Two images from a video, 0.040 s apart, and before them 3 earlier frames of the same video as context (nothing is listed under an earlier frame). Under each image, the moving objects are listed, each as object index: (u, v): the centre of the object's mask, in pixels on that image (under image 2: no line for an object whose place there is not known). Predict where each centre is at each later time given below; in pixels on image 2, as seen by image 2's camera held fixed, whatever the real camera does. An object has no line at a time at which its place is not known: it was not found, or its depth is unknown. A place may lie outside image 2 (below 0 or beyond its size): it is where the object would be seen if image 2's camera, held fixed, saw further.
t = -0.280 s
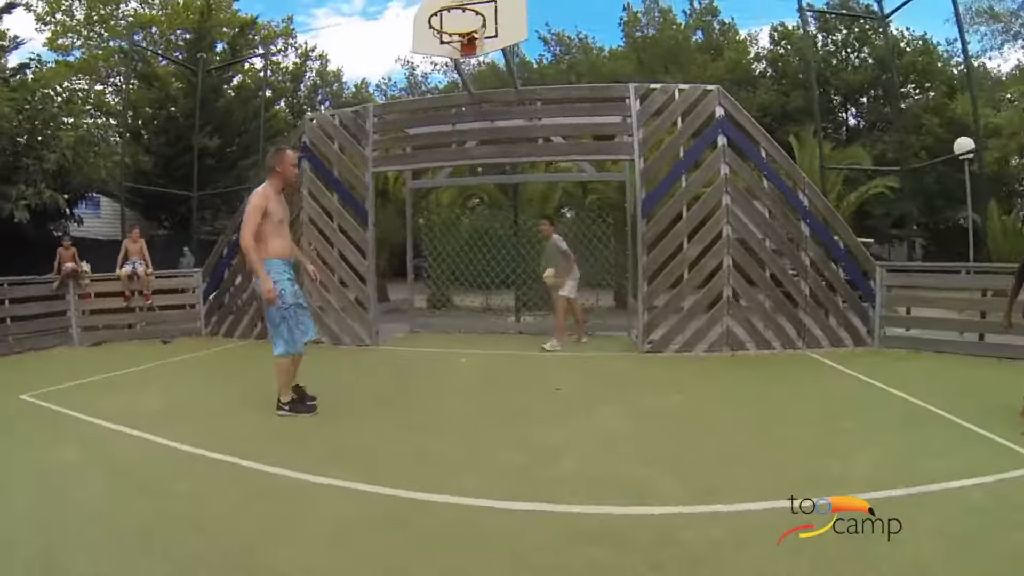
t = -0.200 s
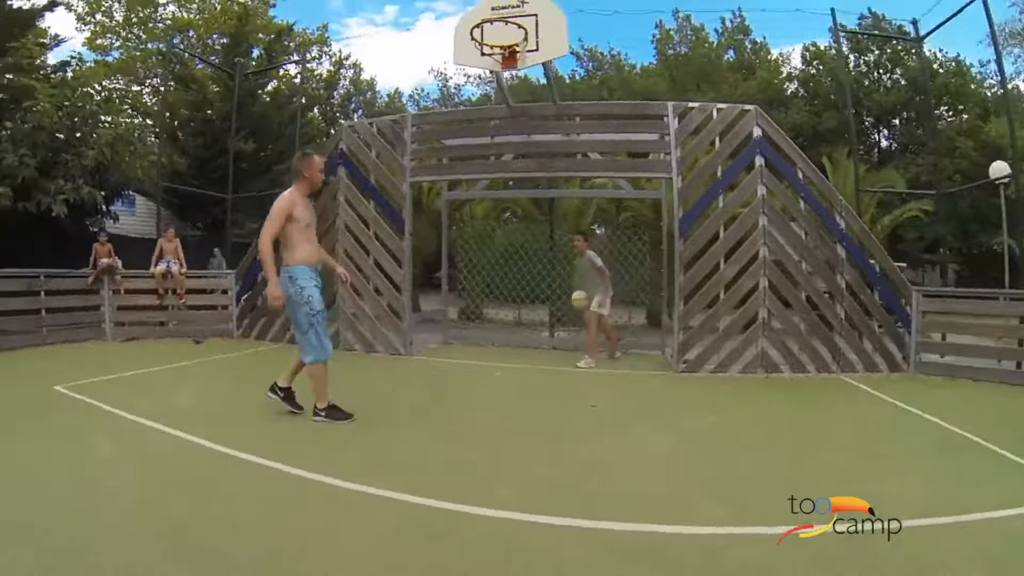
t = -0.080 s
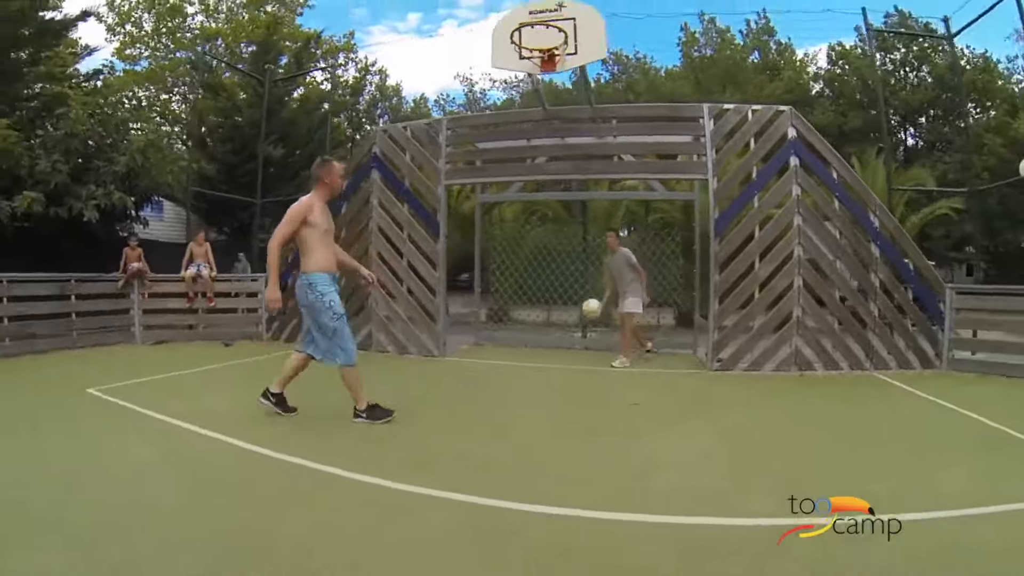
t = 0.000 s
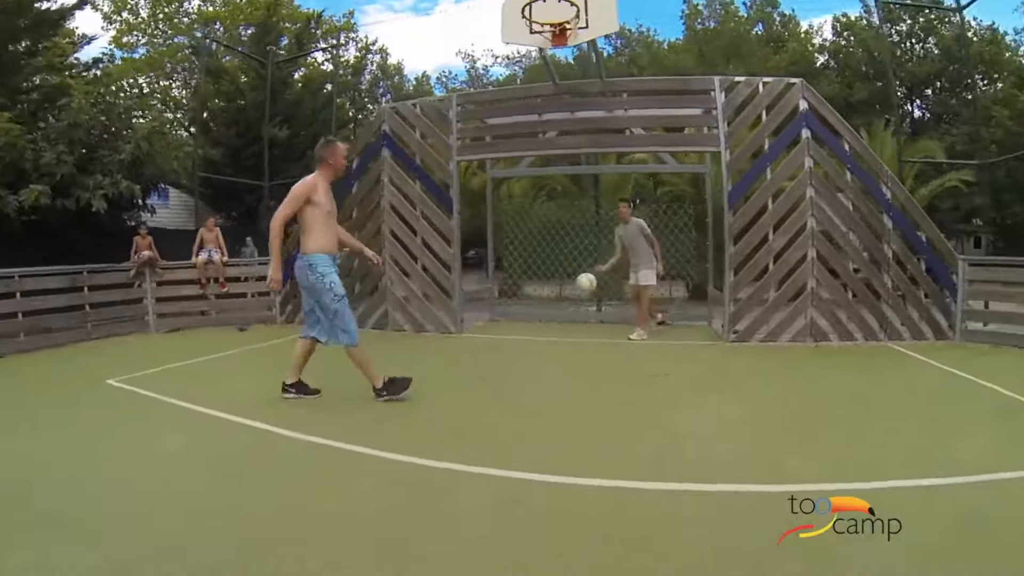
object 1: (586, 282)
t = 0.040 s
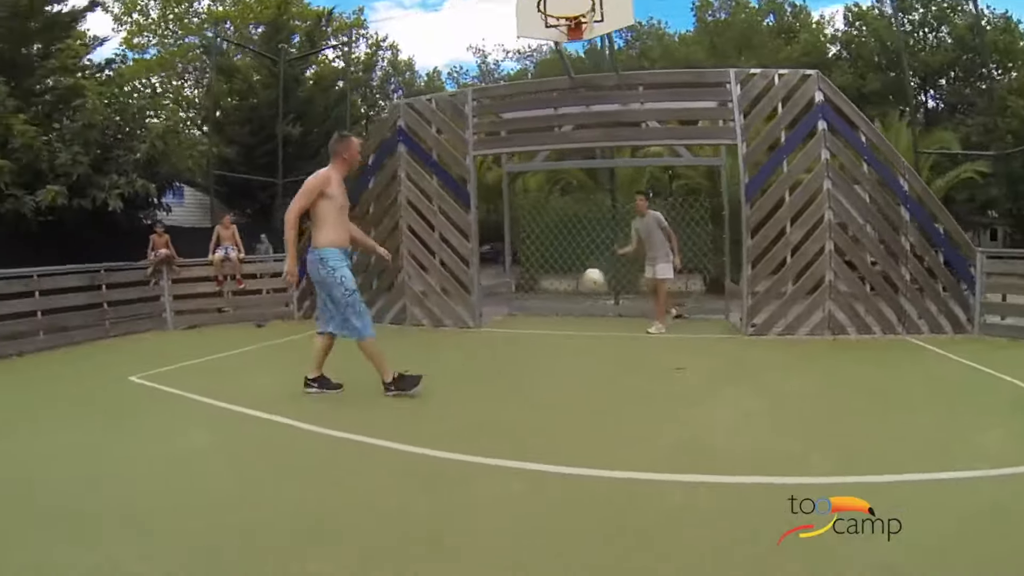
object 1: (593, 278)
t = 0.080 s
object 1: (584, 281)
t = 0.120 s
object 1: (573, 287)
